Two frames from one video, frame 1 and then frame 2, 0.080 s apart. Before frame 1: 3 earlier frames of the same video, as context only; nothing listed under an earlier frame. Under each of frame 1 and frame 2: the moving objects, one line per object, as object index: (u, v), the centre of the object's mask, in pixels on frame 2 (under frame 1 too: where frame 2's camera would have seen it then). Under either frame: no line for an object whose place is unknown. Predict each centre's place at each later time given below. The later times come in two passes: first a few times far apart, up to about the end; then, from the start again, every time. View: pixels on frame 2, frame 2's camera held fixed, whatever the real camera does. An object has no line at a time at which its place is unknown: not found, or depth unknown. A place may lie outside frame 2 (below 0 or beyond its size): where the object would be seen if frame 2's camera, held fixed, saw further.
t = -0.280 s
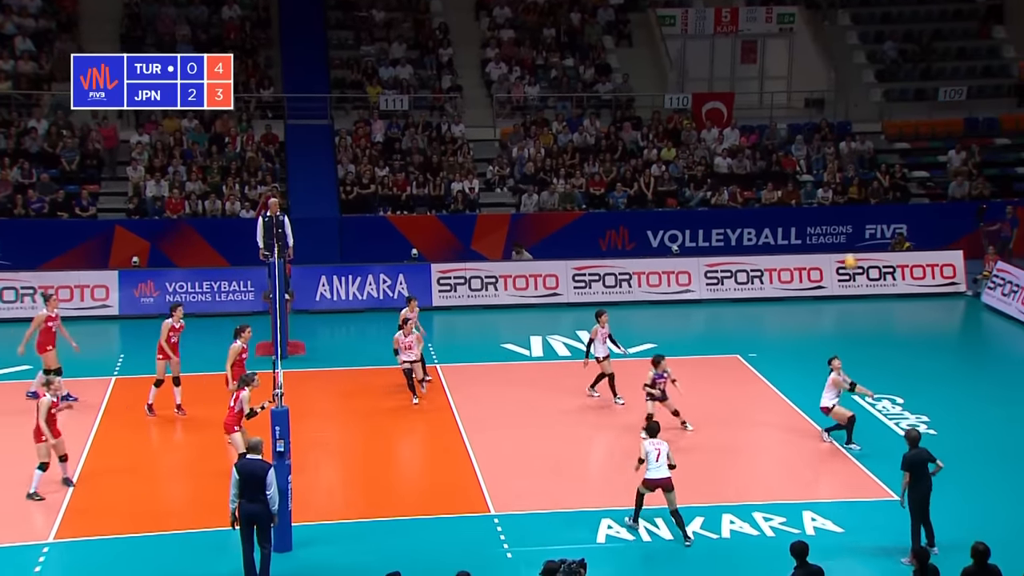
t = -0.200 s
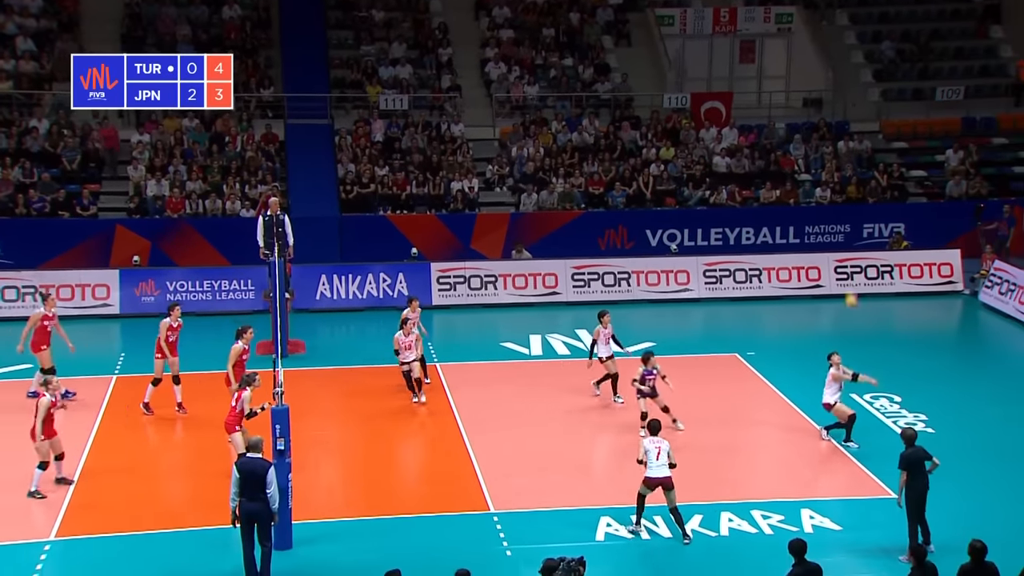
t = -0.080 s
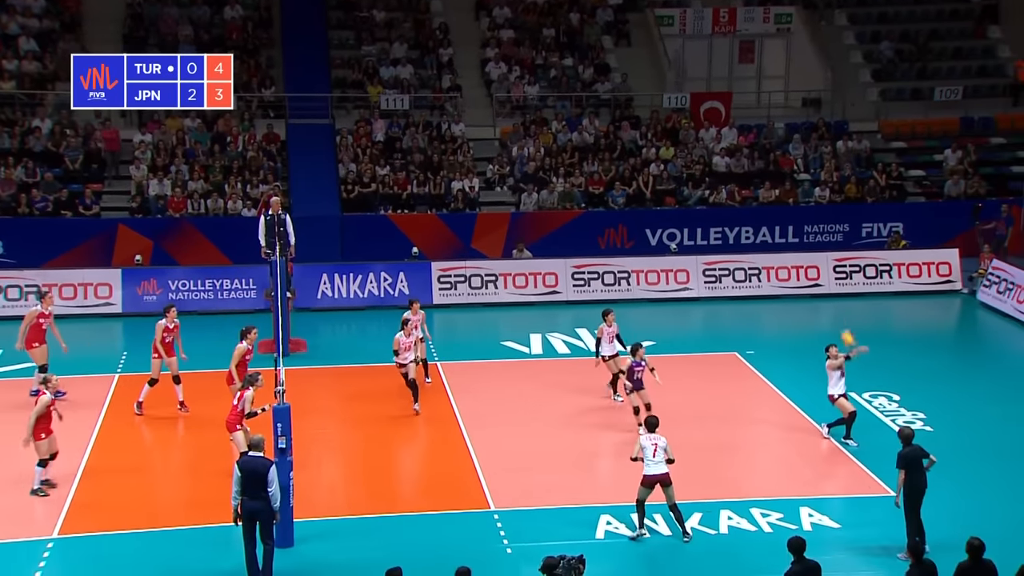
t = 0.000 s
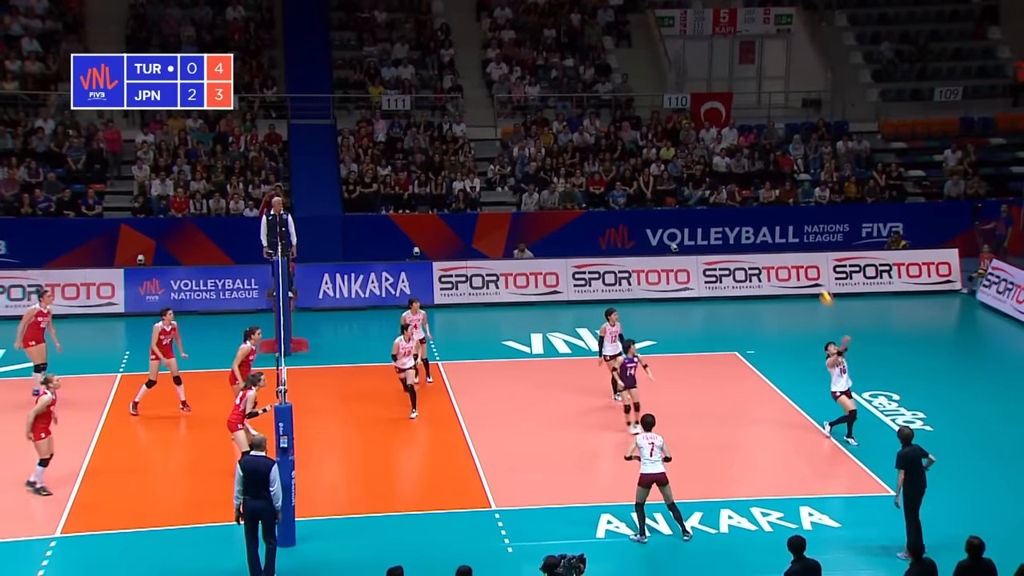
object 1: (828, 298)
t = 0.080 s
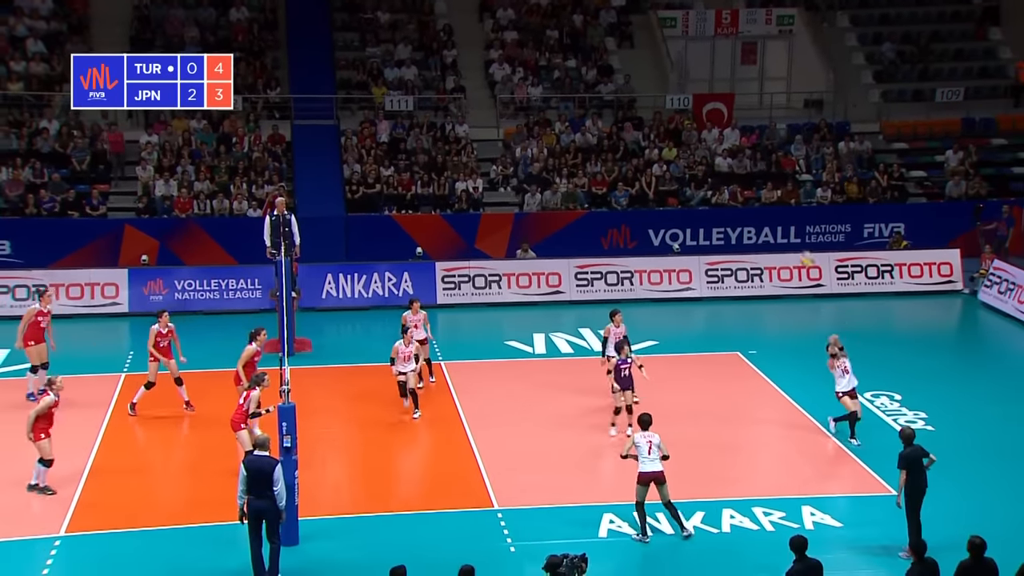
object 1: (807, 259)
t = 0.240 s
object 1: (764, 196)
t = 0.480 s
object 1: (699, 131)
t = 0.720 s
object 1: (633, 102)
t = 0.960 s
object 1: (567, 114)
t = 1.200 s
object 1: (500, 163)
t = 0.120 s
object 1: (797, 243)
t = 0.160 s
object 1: (786, 226)
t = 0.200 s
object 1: (775, 211)
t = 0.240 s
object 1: (764, 196)
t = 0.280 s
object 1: (753, 182)
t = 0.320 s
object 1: (743, 170)
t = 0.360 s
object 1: (732, 157)
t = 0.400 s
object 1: (721, 147)
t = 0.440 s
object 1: (710, 138)
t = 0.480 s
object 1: (699, 131)
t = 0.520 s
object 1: (688, 124)
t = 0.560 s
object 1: (678, 117)
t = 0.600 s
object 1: (667, 112)
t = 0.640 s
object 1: (657, 107)
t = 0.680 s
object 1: (645, 104)
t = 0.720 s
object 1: (633, 102)
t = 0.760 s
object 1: (622, 102)
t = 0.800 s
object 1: (611, 102)
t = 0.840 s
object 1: (600, 104)
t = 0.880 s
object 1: (589, 107)
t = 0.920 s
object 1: (578, 110)
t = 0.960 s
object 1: (567, 114)
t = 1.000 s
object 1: (556, 120)
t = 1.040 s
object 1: (545, 127)
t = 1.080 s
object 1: (533, 135)
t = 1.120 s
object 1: (522, 146)
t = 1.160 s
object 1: (512, 153)
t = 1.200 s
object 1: (500, 163)
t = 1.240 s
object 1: (489, 176)
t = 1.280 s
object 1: (477, 190)
